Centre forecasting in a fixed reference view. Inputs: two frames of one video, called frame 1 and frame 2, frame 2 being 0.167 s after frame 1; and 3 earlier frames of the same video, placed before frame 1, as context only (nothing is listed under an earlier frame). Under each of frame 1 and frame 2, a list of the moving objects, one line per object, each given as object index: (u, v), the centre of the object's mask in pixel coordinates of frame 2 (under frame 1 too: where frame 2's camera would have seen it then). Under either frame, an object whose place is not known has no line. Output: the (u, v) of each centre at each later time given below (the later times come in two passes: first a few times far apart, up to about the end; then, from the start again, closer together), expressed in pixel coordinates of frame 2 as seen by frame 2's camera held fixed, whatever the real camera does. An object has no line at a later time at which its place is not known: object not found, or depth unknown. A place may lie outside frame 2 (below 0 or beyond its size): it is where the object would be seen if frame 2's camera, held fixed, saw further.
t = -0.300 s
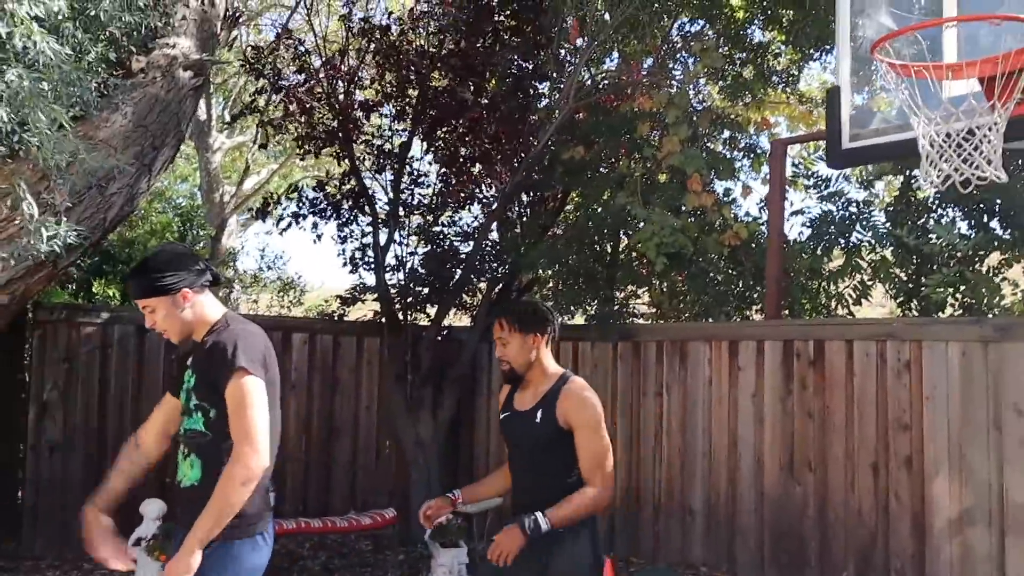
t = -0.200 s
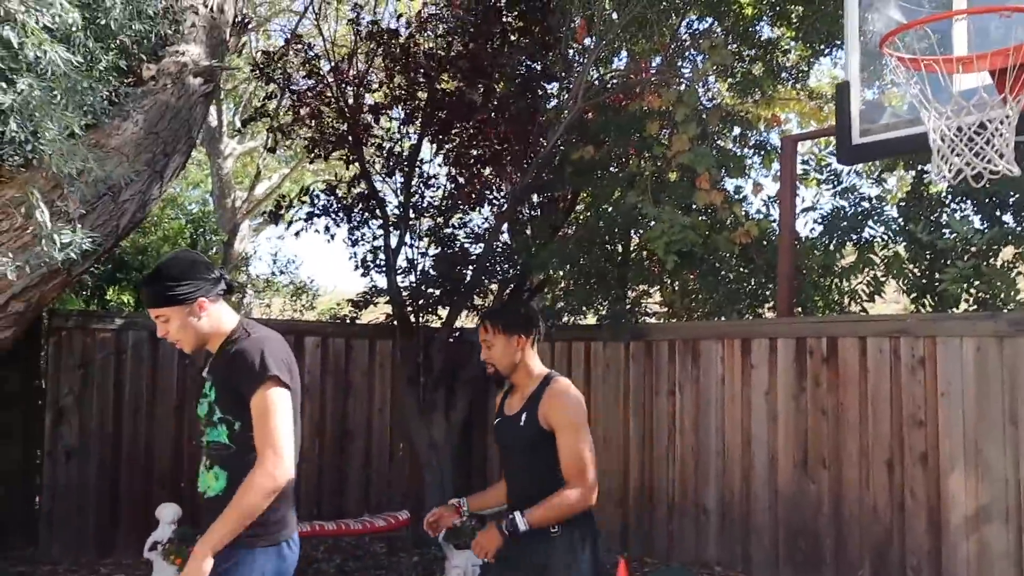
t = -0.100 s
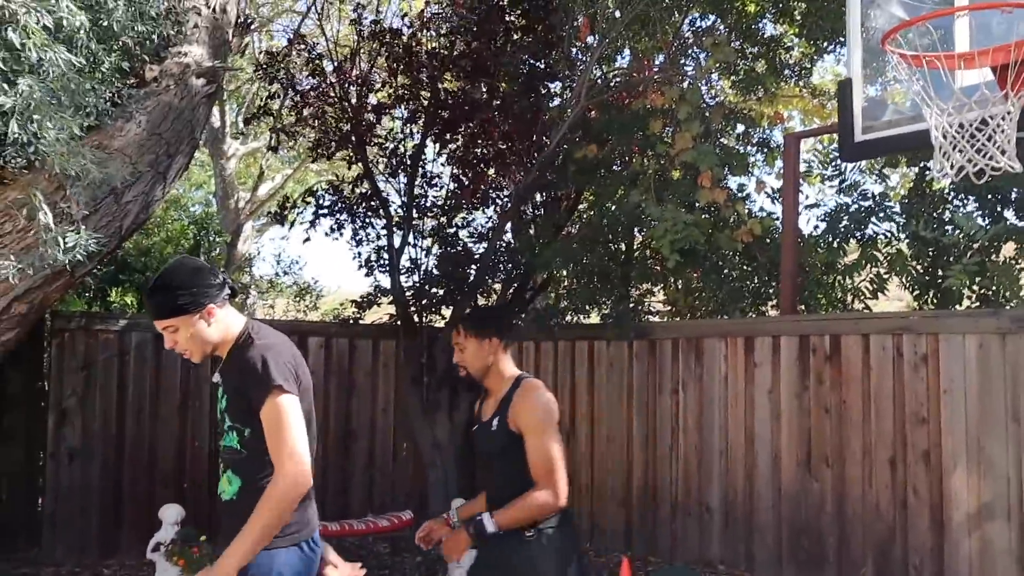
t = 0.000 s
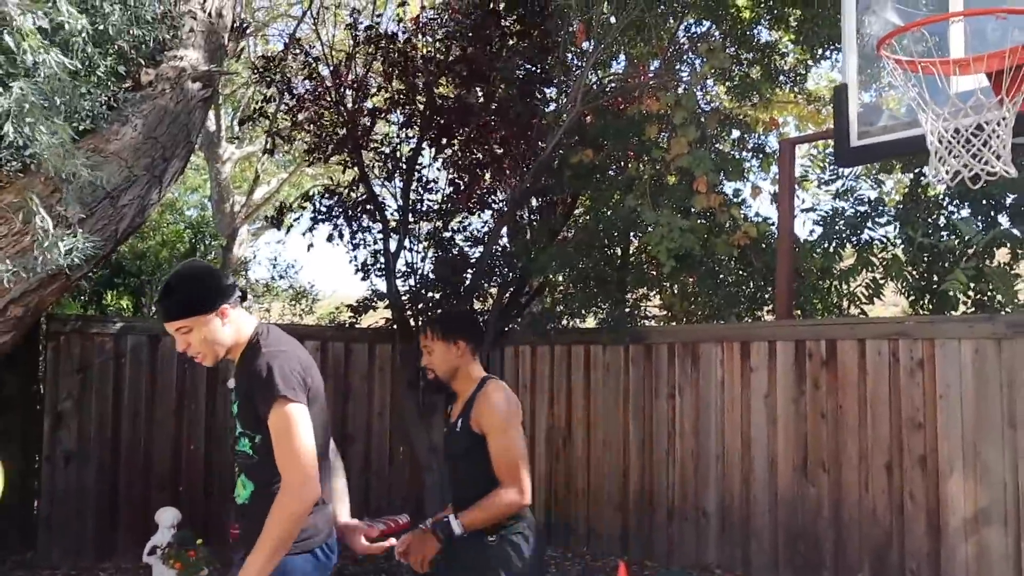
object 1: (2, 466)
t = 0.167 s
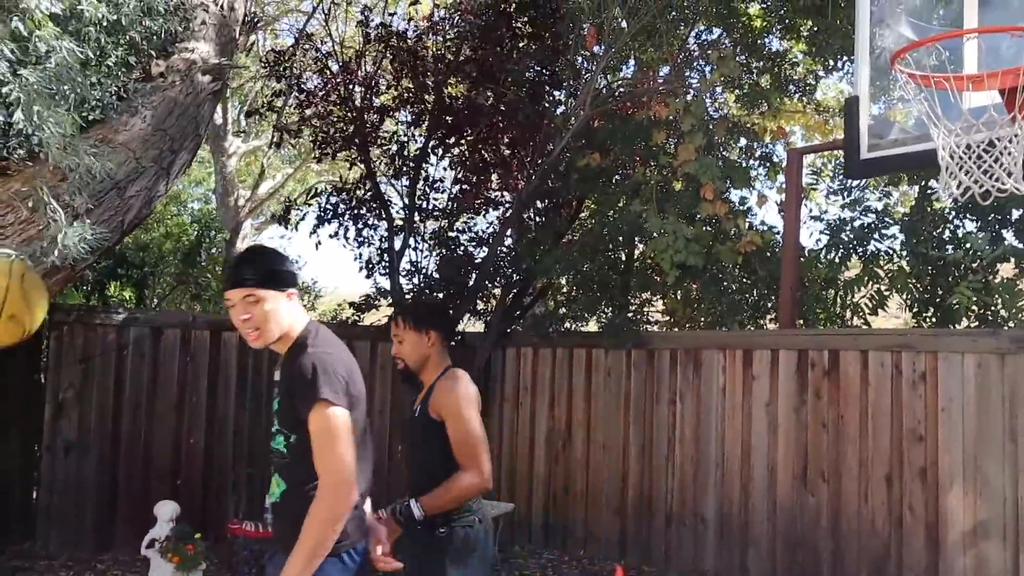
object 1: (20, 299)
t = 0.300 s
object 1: (33, 226)
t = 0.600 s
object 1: (89, 298)
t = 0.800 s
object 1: (128, 546)
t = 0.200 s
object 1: (24, 277)
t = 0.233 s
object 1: (26, 257)
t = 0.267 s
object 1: (30, 240)
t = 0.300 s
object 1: (33, 226)
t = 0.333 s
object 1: (39, 217)
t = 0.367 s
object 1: (47, 212)
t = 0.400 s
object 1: (53, 212)
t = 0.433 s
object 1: (59, 214)
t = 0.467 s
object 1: (65, 221)
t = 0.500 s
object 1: (70, 232)
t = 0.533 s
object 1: (77, 249)
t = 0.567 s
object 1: (83, 271)
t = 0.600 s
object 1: (89, 298)
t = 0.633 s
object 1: (96, 331)
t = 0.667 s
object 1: (104, 371)
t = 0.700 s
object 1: (109, 416)
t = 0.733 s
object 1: (115, 466)
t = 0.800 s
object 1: (128, 546)
